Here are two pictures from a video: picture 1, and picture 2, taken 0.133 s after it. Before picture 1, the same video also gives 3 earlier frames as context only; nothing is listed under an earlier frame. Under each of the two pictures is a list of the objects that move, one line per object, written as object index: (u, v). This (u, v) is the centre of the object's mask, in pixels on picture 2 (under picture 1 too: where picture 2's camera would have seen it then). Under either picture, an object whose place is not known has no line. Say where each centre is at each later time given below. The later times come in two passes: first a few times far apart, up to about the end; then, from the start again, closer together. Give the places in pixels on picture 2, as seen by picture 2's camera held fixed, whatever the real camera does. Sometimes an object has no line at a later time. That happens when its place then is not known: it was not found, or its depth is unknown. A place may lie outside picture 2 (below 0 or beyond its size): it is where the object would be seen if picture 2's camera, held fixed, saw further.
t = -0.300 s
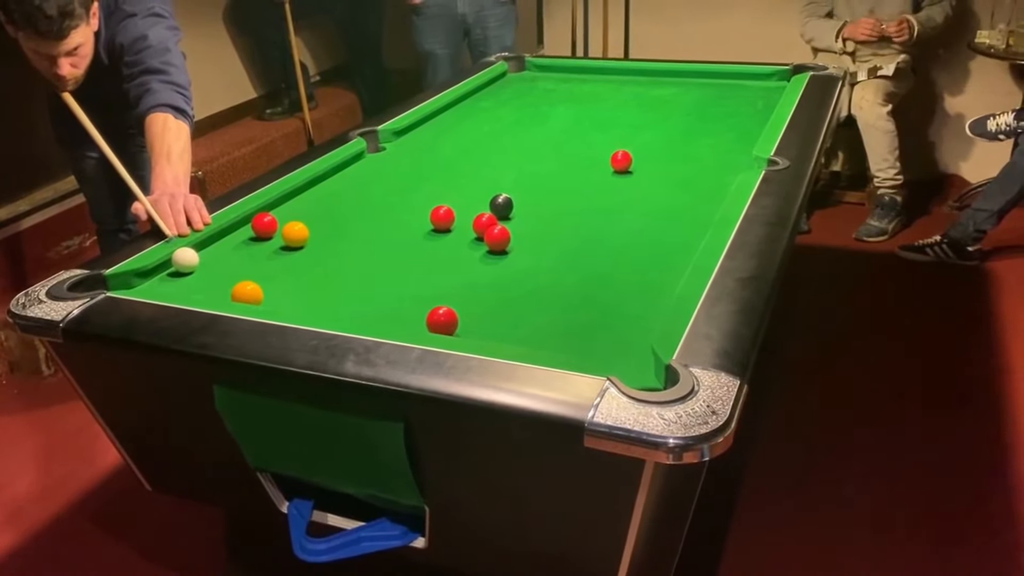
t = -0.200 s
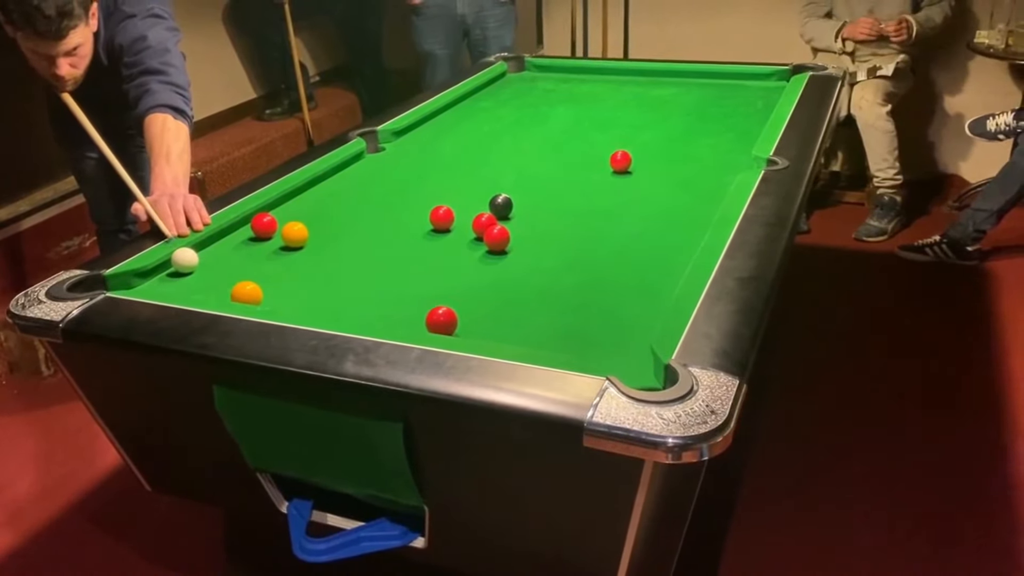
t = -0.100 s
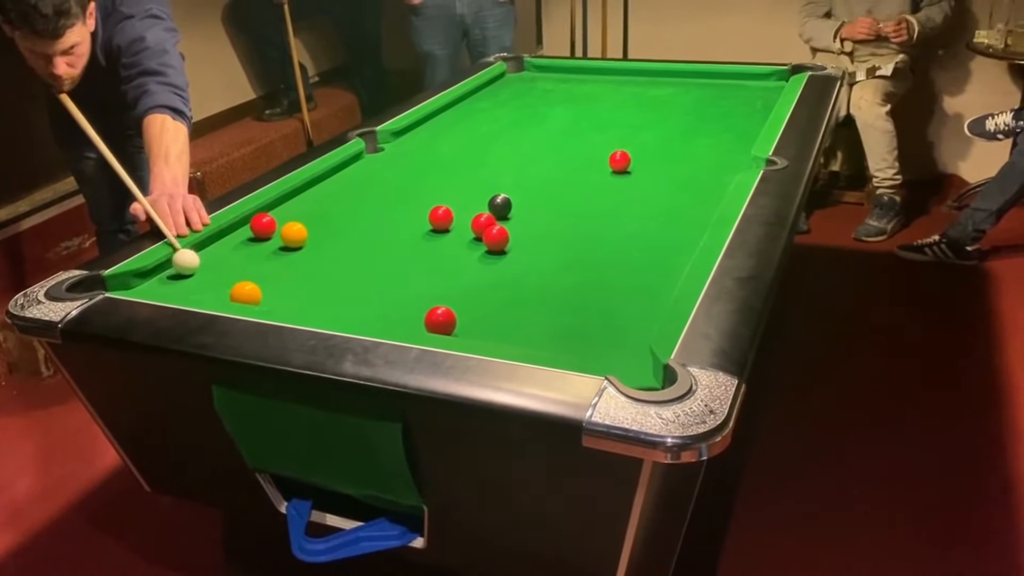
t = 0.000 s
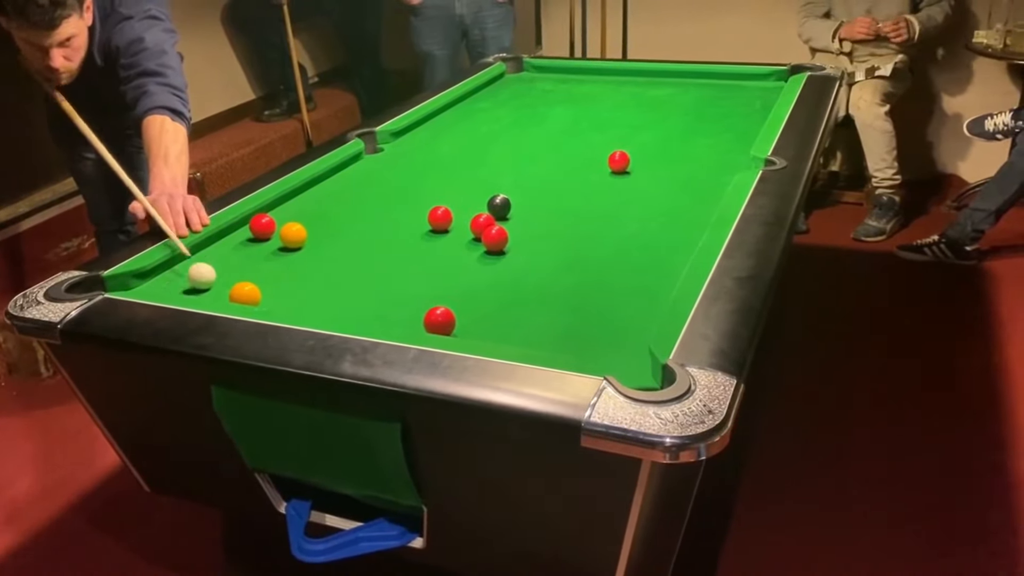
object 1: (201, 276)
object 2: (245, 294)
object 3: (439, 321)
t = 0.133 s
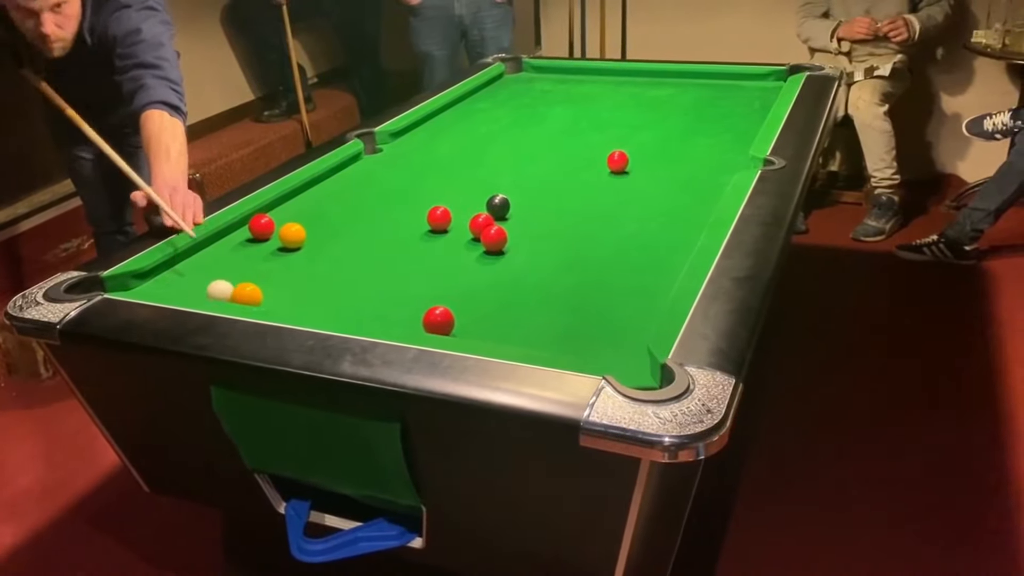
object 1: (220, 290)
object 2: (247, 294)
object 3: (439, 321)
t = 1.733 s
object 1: (282, 270)
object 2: (414, 320)
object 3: (481, 325)
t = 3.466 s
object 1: (282, 270)
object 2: (414, 320)
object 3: (489, 326)
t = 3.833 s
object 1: (282, 270)
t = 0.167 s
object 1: (217, 291)
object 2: (255, 296)
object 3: (439, 321)
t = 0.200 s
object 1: (215, 294)
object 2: (261, 297)
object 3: (439, 321)
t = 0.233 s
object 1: (216, 293)
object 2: (267, 299)
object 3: (439, 321)
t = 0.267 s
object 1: (220, 292)
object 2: (272, 300)
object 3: (439, 321)
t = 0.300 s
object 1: (223, 291)
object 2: (279, 301)
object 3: (439, 321)
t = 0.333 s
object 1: (226, 290)
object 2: (284, 302)
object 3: (439, 321)
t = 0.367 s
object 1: (229, 290)
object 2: (290, 303)
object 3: (439, 321)
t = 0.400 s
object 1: (232, 290)
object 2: (295, 304)
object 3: (439, 321)
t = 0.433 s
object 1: (234, 290)
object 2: (301, 306)
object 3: (439, 321)
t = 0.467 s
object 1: (237, 289)
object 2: (308, 306)
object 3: (439, 321)
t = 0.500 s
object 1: (240, 288)
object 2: (313, 307)
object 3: (439, 321)
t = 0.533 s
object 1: (242, 287)
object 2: (319, 307)
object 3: (439, 321)
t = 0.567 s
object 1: (245, 286)
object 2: (325, 308)
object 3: (439, 321)
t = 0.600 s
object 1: (247, 285)
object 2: (331, 309)
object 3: (439, 321)
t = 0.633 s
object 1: (250, 284)
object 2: (336, 310)
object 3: (439, 321)
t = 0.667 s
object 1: (252, 283)
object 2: (342, 310)
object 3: (439, 321)
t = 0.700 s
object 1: (254, 282)
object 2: (347, 311)
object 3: (439, 321)
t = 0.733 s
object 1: (257, 281)
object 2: (353, 312)
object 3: (439, 321)
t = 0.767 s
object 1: (259, 280)
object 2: (358, 312)
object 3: (439, 321)
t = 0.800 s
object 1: (261, 279)
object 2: (364, 313)
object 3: (439, 321)
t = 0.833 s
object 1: (263, 278)
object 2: (369, 313)
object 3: (439, 321)
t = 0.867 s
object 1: (264, 278)
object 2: (374, 314)
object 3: (439, 321)
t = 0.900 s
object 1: (266, 277)
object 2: (379, 315)
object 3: (439, 321)
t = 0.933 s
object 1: (268, 276)
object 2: (384, 315)
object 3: (439, 321)
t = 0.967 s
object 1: (269, 276)
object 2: (390, 316)
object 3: (439, 321)
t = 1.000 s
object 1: (271, 275)
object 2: (395, 317)
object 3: (439, 321)
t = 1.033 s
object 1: (272, 274)
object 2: (400, 317)
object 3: (439, 321)
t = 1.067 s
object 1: (273, 274)
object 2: (404, 318)
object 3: (439, 321)
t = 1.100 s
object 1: (275, 273)
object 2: (407, 319)
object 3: (441, 321)
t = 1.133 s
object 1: (276, 273)
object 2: (408, 319)
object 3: (444, 321)
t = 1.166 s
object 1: (277, 273)
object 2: (408, 319)
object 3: (447, 321)
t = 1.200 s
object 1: (278, 272)
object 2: (409, 319)
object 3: (450, 322)
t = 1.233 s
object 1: (278, 272)
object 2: (409, 319)
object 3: (452, 322)
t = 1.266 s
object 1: (279, 271)
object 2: (410, 320)
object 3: (455, 322)
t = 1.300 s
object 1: (280, 271)
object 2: (411, 320)
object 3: (457, 322)
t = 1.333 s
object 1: (280, 271)
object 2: (411, 320)
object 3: (460, 322)
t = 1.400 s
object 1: (281, 270)
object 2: (412, 320)
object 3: (464, 323)
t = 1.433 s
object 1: (282, 270)
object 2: (413, 320)
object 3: (466, 323)
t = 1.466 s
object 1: (282, 270)
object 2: (414, 320)
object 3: (468, 323)
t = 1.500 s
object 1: (282, 270)
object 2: (414, 320)
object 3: (470, 323)
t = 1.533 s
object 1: (282, 270)
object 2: (414, 320)
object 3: (472, 324)
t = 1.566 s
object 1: (282, 270)
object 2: (414, 321)
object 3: (473, 324)
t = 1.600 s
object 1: (282, 270)
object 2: (414, 321)
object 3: (475, 324)
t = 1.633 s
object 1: (282, 270)
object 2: (414, 321)
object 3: (477, 324)
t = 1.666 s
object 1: (282, 270)
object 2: (414, 321)
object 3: (478, 324)
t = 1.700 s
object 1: (282, 270)
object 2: (414, 321)
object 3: (479, 325)
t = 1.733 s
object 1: (282, 270)
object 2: (414, 320)
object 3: (481, 325)
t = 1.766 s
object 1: (282, 270)
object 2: (414, 320)
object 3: (482, 325)
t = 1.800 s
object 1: (282, 270)
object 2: (414, 320)
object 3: (483, 325)
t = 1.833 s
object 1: (282, 270)
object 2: (414, 321)
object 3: (484, 325)
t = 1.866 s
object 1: (282, 270)
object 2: (414, 320)
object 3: (485, 325)
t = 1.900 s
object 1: (282, 270)
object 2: (414, 320)
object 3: (485, 325)
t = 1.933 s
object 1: (282, 270)
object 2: (414, 321)
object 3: (486, 325)
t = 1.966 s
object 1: (282, 270)
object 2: (414, 321)
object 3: (487, 325)
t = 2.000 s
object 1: (282, 270)
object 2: (414, 321)
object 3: (487, 325)
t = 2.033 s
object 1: (282, 270)
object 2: (414, 321)
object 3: (488, 326)
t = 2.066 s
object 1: (282, 270)
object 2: (414, 320)
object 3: (488, 326)
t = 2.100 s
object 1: (282, 270)
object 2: (414, 320)
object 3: (489, 326)
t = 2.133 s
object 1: (282, 270)
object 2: (414, 321)
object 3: (489, 326)
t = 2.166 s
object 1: (282, 270)
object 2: (414, 320)
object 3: (489, 326)
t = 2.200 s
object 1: (282, 270)
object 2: (414, 321)
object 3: (489, 326)
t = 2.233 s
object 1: (282, 270)
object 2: (414, 321)
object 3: (489, 326)
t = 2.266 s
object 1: (282, 270)
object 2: (414, 321)
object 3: (489, 326)
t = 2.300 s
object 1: (282, 270)
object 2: (414, 320)
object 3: (489, 326)
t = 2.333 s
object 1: (282, 270)
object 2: (414, 320)
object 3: (489, 326)
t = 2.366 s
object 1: (282, 270)
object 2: (414, 320)
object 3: (489, 326)
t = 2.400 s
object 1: (282, 270)
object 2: (414, 320)
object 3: (489, 326)
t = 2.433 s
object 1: (282, 270)
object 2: (414, 320)
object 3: (489, 326)
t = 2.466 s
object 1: (282, 270)
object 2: (414, 321)
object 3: (489, 326)
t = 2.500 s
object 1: (282, 270)
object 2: (414, 321)
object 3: (489, 326)
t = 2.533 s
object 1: (282, 270)
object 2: (414, 320)
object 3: (489, 326)
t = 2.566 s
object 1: (282, 270)
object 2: (414, 321)
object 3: (489, 326)
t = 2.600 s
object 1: (282, 270)
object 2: (414, 321)
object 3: (489, 326)
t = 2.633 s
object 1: (282, 270)
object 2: (414, 320)
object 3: (489, 326)
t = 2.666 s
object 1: (282, 270)
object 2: (414, 320)
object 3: (489, 326)
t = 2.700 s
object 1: (282, 270)
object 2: (414, 320)
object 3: (489, 326)
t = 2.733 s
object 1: (282, 270)
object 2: (414, 320)
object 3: (489, 326)
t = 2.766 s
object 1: (282, 270)
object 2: (414, 320)
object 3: (489, 326)
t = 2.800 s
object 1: (282, 270)
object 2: (413, 321)
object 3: (489, 326)
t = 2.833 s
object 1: (282, 270)
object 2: (414, 320)
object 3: (489, 325)
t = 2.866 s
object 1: (282, 270)
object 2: (414, 320)
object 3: (489, 326)
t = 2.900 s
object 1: (282, 270)
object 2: (414, 320)
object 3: (489, 326)
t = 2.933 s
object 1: (282, 270)
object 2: (413, 320)
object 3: (489, 325)
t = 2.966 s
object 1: (282, 270)
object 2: (414, 320)
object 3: (489, 326)
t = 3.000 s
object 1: (282, 270)
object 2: (414, 320)
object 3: (489, 326)
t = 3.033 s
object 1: (282, 270)
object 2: (414, 320)
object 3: (489, 326)
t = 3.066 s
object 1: (282, 270)
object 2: (414, 320)
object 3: (489, 326)
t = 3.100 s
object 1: (282, 270)
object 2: (414, 320)
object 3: (489, 325)
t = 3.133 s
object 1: (282, 270)
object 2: (414, 320)
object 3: (489, 326)
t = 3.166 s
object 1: (282, 270)
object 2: (414, 321)
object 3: (489, 325)
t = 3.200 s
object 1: (282, 270)
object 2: (414, 320)
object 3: (489, 325)
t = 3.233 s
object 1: (282, 270)
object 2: (414, 320)
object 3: (489, 326)
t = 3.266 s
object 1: (282, 270)
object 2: (414, 320)
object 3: (489, 325)
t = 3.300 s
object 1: (282, 270)
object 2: (414, 320)
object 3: (489, 326)
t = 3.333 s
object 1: (282, 270)
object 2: (414, 320)
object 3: (489, 325)
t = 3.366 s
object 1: (282, 270)
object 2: (414, 320)
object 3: (489, 326)
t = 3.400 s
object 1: (282, 270)
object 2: (414, 320)
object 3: (489, 325)
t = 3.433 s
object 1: (282, 270)
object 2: (414, 320)
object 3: (489, 326)
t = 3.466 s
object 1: (282, 270)
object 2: (414, 320)
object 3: (489, 326)
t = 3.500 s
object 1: (282, 270)
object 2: (414, 320)
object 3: (489, 326)
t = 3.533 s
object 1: (282, 270)
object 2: (414, 320)
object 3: (490, 326)
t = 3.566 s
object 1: (282, 270)
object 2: (414, 320)
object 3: (490, 326)
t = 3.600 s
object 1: (282, 270)
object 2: (414, 320)
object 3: (490, 326)
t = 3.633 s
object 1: (282, 270)
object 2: (414, 320)
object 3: (490, 326)
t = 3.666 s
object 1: (282, 270)
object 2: (414, 321)
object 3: (490, 326)
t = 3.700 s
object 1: (282, 270)
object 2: (414, 320)
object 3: (489, 326)
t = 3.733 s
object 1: (282, 270)
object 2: (414, 320)
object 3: (490, 326)
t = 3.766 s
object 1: (282, 270)
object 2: (414, 320)
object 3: (489, 326)
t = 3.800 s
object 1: (282, 270)
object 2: (414, 320)
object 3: (489, 326)
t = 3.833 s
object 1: (282, 270)
